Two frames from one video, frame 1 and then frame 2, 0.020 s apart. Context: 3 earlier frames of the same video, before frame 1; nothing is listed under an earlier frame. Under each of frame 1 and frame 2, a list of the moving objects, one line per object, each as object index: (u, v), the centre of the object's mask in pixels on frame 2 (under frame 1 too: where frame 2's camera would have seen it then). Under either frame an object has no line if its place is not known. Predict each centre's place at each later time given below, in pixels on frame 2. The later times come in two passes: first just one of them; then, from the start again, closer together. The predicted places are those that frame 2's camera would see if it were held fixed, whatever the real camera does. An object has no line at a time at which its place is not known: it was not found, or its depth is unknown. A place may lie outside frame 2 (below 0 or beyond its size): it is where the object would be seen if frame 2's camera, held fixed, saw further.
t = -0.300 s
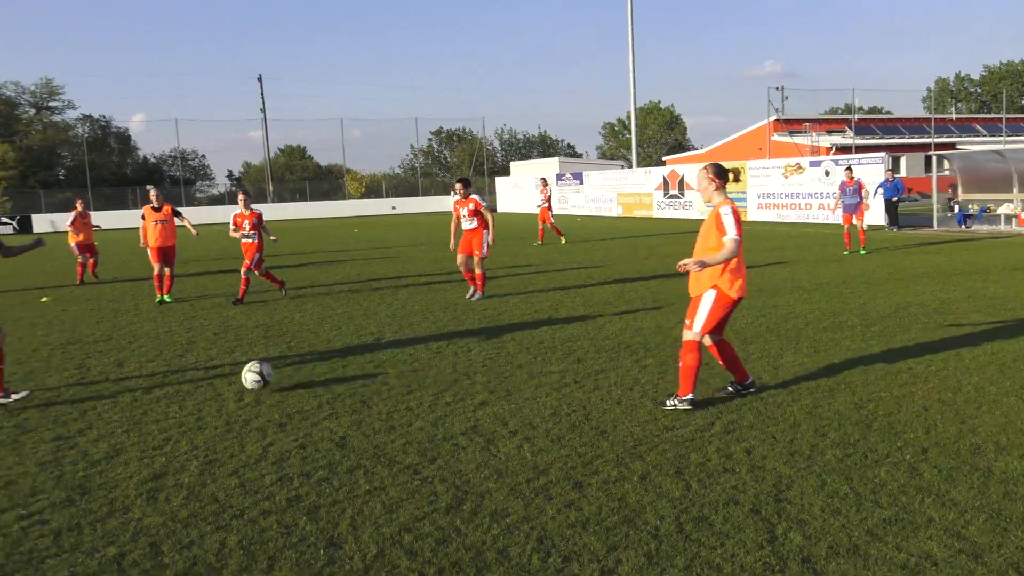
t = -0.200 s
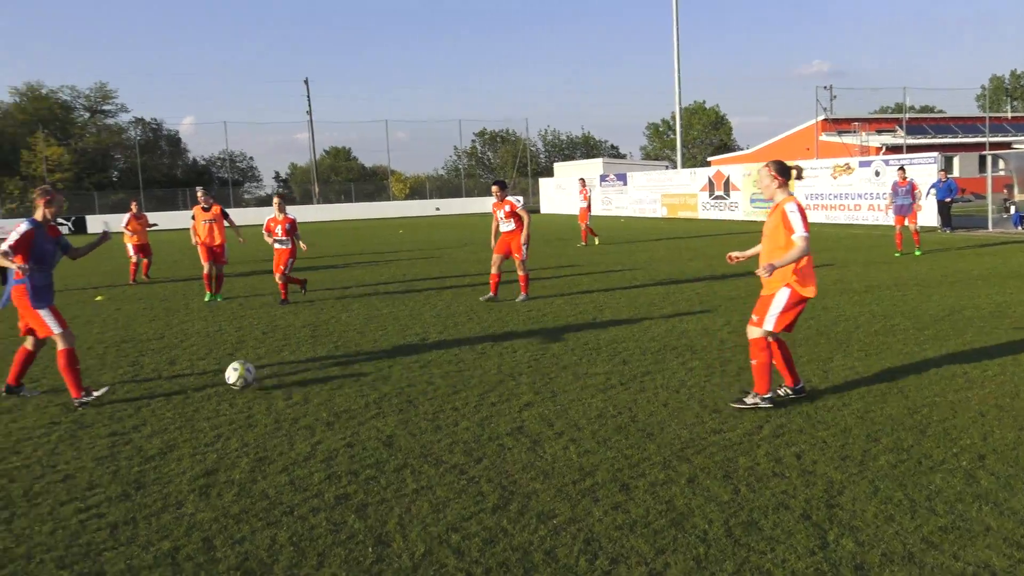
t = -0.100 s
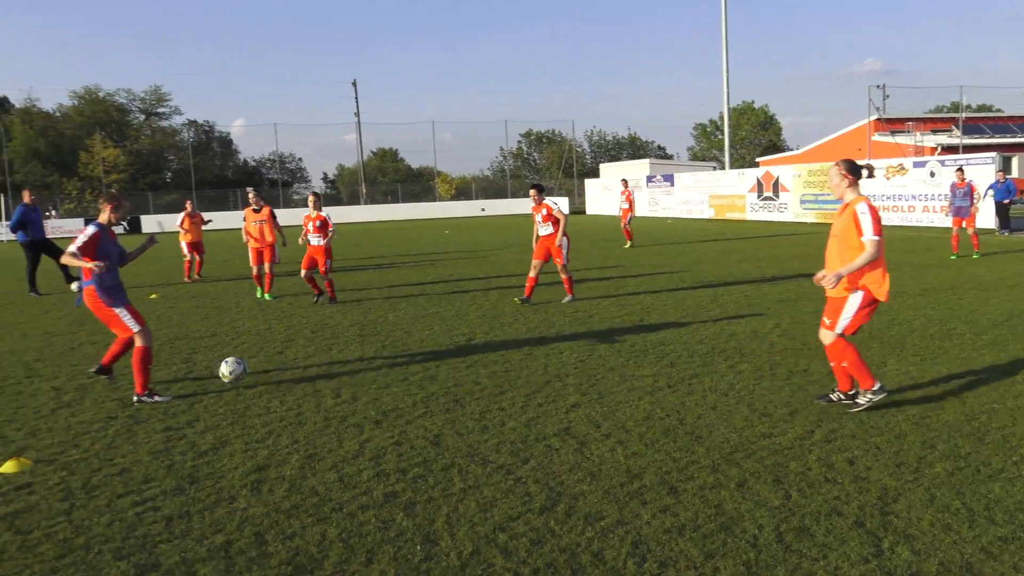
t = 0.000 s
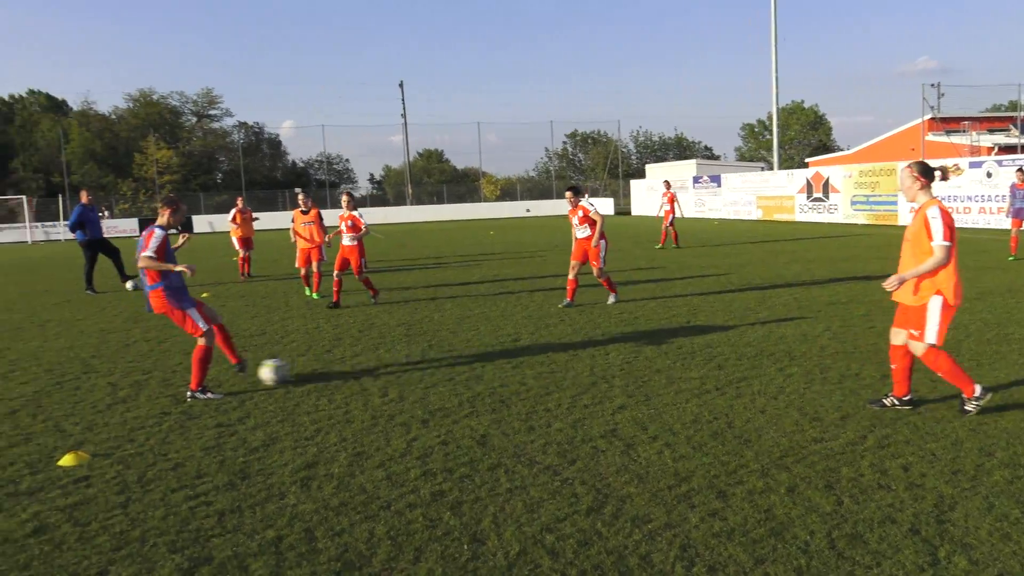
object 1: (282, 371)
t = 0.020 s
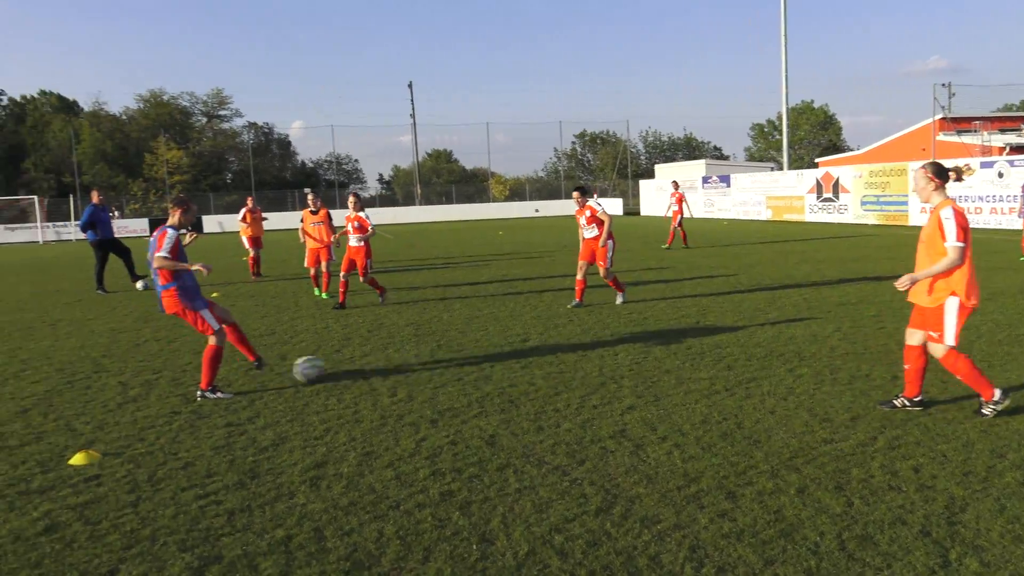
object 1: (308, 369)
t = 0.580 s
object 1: (850, 338)
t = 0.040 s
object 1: (333, 366)
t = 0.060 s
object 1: (358, 364)
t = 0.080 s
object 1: (381, 361)
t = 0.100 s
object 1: (406, 361)
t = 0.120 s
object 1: (429, 359)
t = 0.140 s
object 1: (454, 359)
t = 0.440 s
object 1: (748, 346)
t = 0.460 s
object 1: (763, 343)
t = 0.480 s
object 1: (777, 340)
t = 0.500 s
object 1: (793, 339)
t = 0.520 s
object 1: (807, 339)
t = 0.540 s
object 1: (821, 338)
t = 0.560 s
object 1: (836, 338)
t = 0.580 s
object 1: (850, 338)
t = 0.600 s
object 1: (863, 339)
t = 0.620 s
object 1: (878, 341)
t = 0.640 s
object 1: (891, 340)
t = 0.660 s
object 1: (904, 338)
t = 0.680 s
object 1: (913, 335)
